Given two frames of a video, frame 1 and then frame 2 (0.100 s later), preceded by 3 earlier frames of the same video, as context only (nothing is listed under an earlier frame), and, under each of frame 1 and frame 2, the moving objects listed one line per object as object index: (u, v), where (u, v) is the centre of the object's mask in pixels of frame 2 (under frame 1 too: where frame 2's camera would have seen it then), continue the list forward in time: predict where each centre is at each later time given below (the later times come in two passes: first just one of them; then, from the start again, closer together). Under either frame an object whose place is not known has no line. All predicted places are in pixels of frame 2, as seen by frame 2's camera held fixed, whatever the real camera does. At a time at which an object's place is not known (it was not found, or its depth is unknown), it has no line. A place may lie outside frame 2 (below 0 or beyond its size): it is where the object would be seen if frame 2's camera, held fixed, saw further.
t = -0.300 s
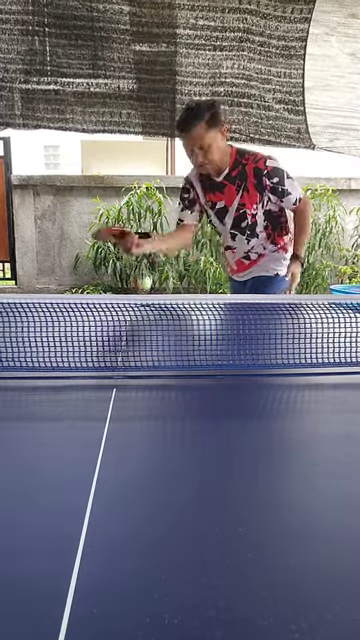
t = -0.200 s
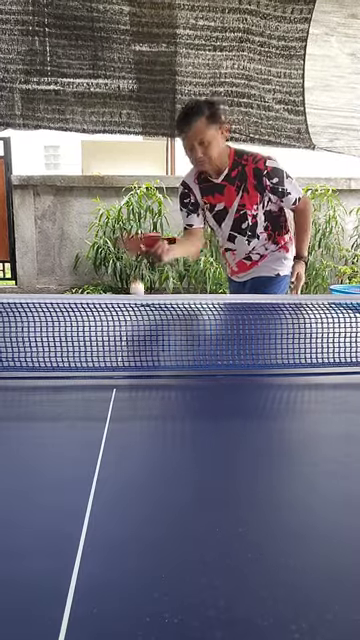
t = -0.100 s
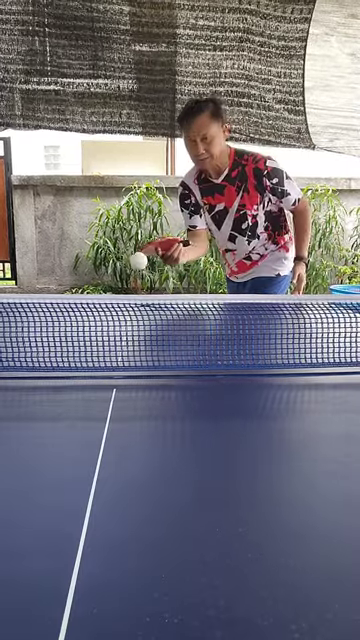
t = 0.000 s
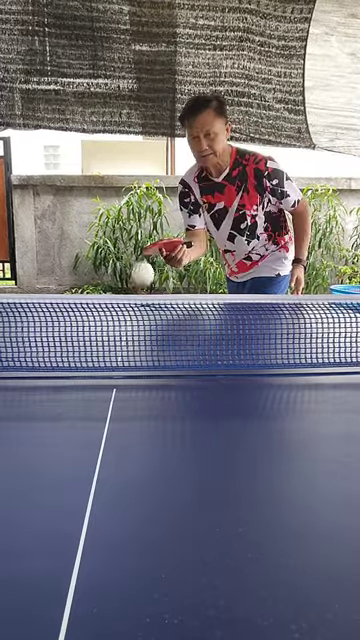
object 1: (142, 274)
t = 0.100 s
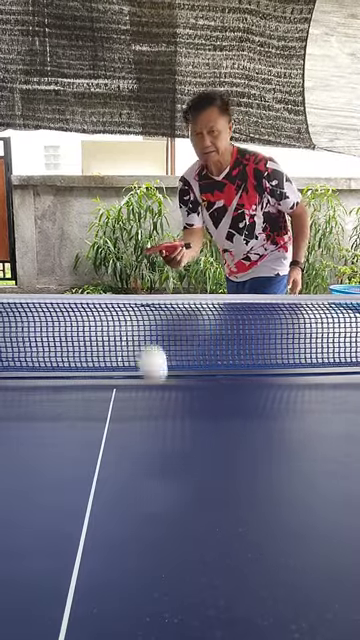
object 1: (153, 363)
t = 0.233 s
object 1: (216, 367)
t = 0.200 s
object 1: (191, 387)
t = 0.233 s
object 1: (216, 367)
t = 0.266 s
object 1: (248, 356)
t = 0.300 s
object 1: (291, 358)
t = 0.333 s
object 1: (340, 382)
